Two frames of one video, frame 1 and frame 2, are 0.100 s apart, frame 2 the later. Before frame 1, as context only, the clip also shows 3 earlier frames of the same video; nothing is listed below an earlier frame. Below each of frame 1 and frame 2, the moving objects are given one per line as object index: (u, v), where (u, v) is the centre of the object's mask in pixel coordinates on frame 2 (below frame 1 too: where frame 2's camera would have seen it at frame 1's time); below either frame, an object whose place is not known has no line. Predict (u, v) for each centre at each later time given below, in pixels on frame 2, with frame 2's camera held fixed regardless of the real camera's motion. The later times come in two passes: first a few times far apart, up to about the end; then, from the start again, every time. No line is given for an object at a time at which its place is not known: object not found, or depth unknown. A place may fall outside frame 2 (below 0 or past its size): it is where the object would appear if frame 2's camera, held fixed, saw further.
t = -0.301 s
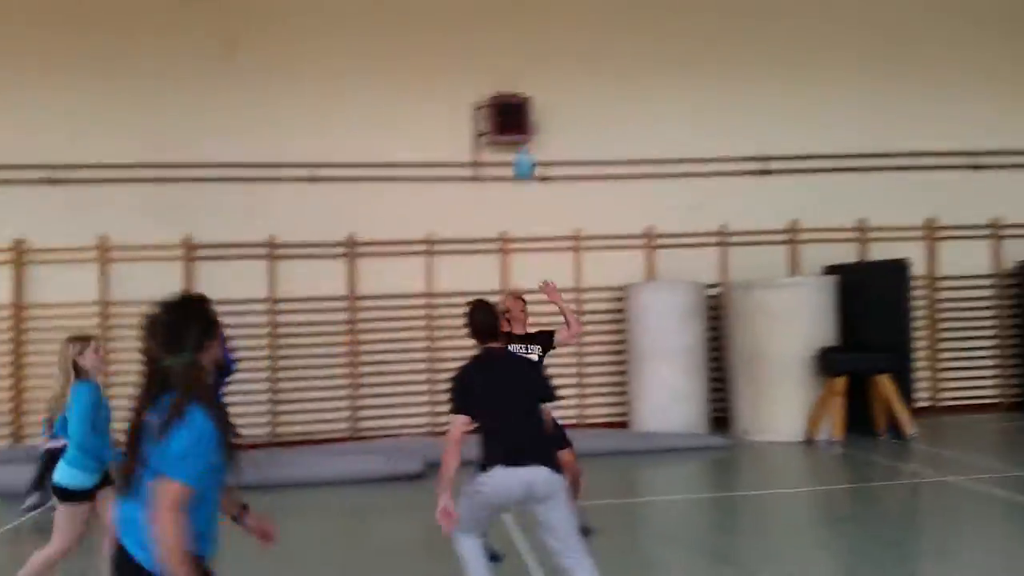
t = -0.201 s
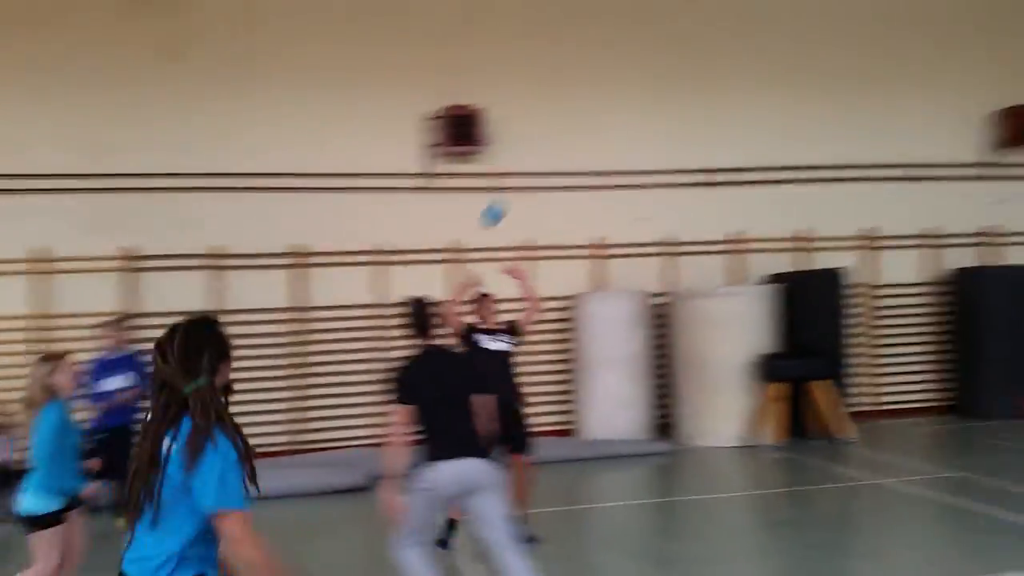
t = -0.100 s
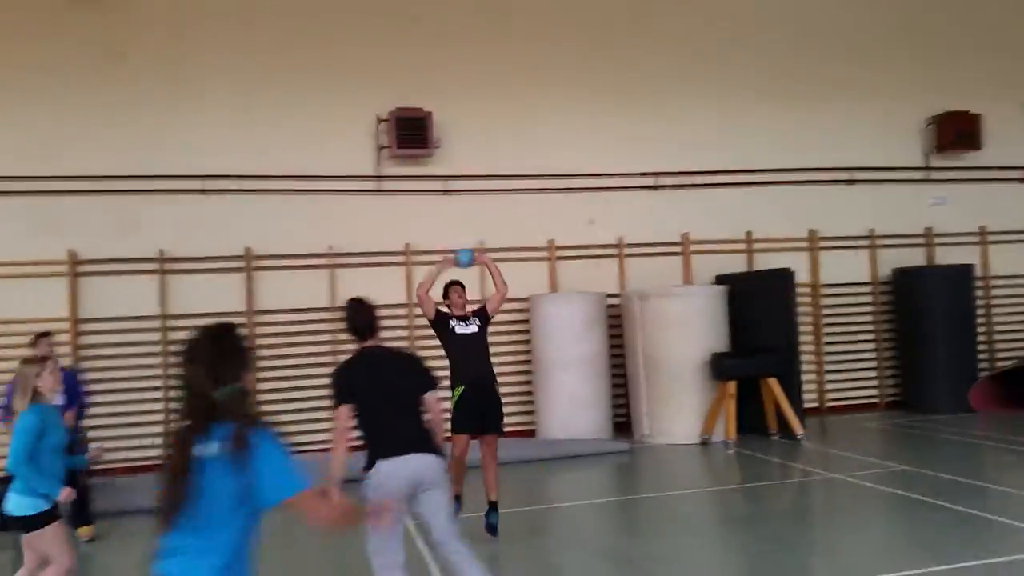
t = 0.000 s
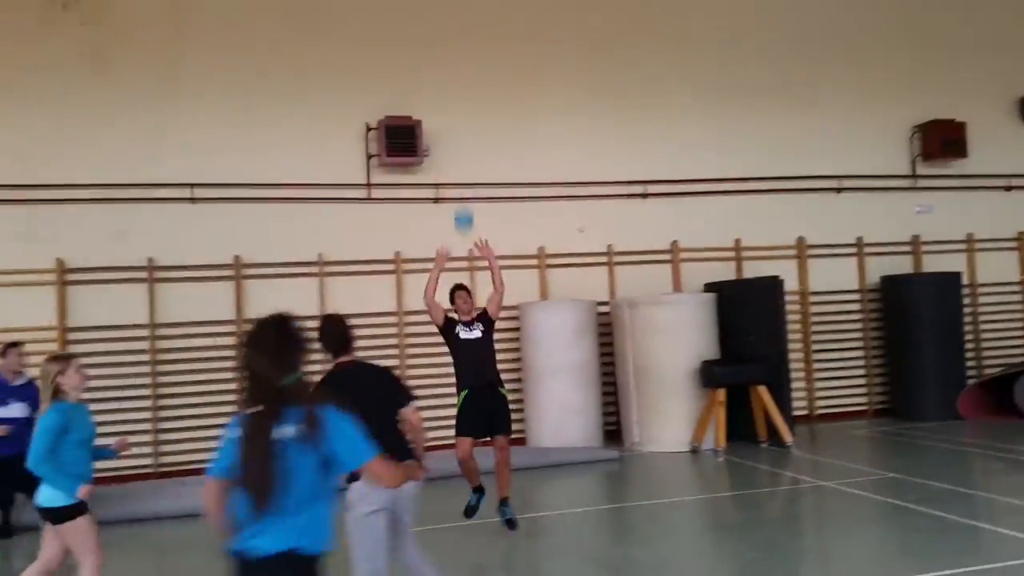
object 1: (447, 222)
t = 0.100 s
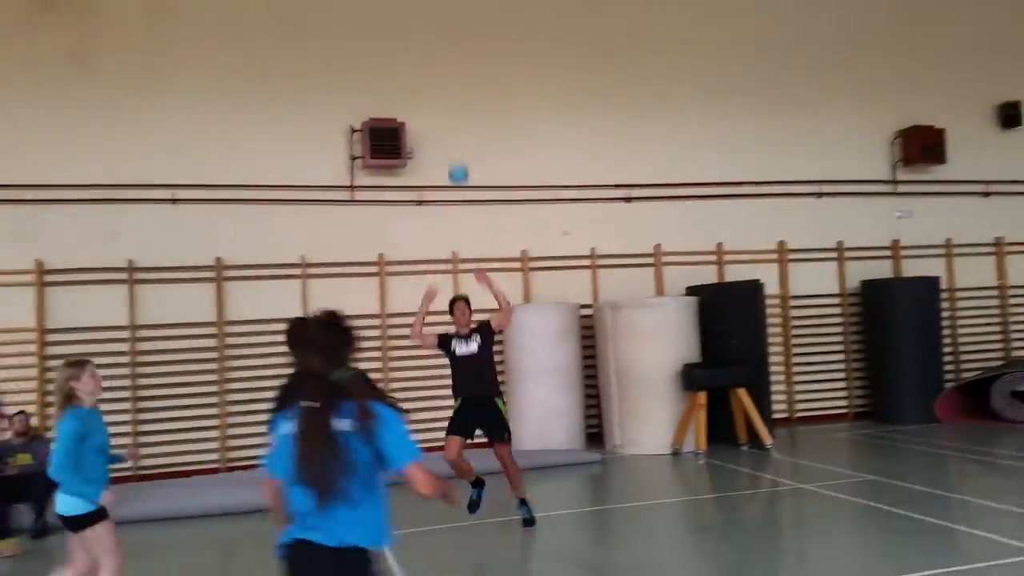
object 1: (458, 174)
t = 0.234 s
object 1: (477, 124)
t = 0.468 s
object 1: (506, 95)
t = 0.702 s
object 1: (548, 143)
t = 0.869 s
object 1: (583, 238)
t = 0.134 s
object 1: (462, 160)
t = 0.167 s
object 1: (466, 148)
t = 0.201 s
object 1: (471, 135)
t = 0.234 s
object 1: (477, 124)
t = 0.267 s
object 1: (482, 117)
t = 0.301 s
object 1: (483, 109)
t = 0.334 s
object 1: (487, 103)
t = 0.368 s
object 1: (494, 98)
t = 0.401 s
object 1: (499, 96)
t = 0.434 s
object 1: (503, 95)
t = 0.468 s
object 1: (506, 95)
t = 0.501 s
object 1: (510, 96)
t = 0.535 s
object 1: (518, 100)
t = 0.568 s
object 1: (525, 105)
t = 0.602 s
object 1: (530, 112)
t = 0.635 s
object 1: (534, 120)
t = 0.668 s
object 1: (540, 131)
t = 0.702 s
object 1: (548, 143)
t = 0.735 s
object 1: (554, 159)
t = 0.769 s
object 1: (559, 174)
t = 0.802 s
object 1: (566, 192)
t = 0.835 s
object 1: (575, 217)
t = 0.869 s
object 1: (583, 238)
